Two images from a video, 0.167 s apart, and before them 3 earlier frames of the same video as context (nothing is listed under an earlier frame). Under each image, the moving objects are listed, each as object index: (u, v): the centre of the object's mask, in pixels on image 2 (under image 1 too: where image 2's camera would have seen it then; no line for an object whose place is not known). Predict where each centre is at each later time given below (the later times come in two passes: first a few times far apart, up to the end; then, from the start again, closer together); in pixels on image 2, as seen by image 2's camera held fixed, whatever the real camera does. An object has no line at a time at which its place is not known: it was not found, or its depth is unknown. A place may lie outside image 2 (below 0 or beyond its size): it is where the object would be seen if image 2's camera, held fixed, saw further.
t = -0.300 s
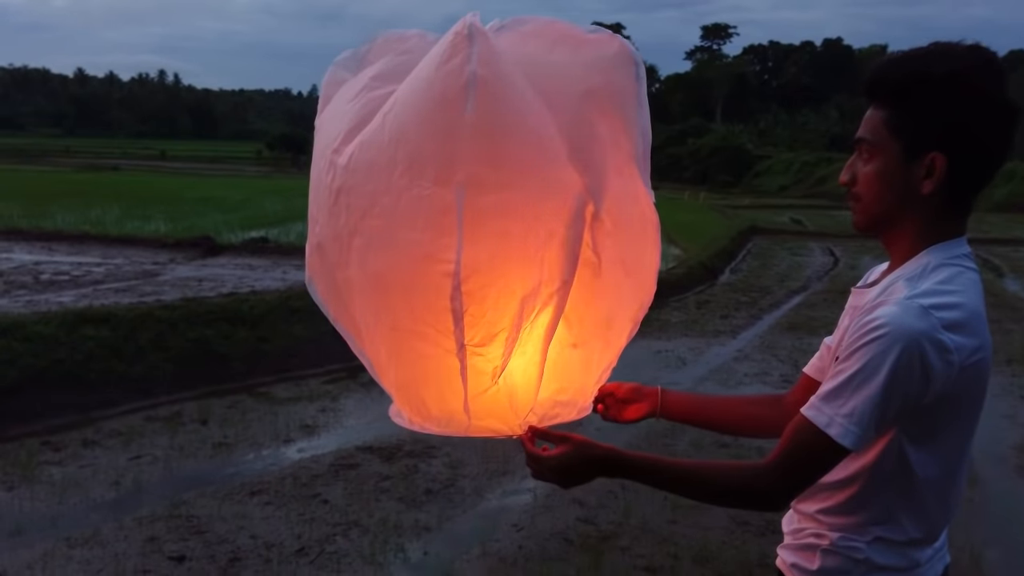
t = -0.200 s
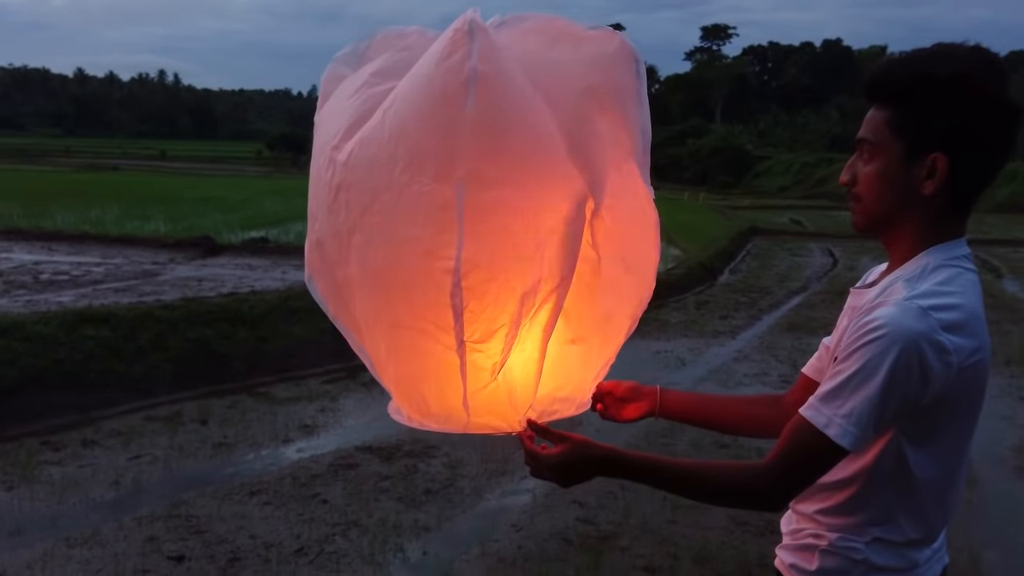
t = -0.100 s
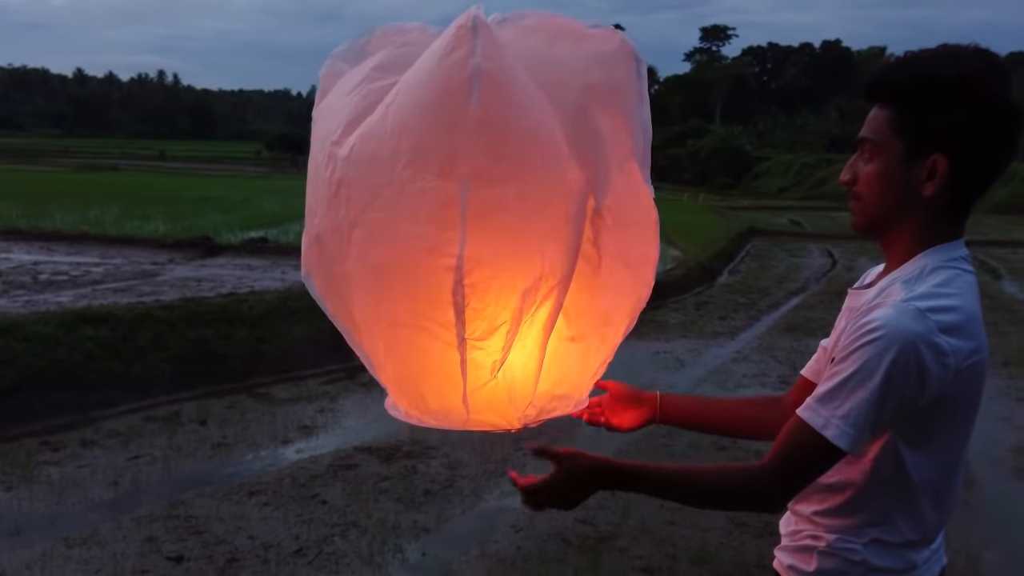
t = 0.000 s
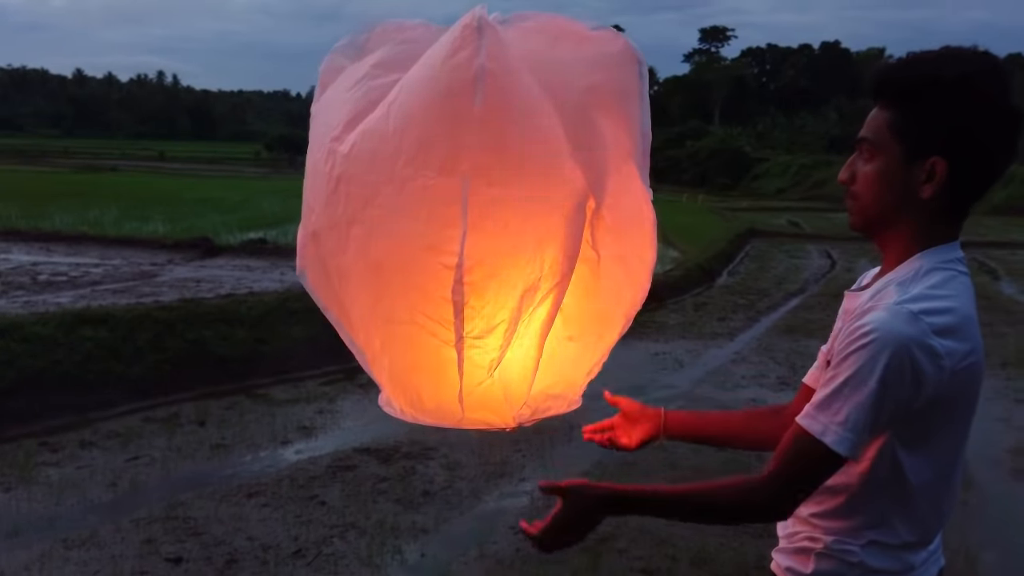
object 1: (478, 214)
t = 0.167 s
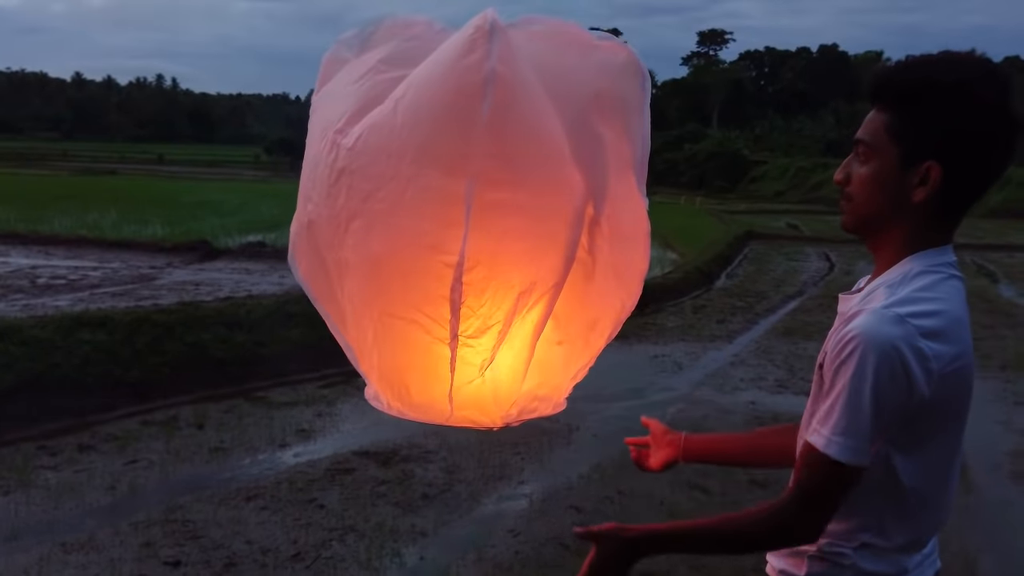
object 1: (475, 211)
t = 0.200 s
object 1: (473, 211)
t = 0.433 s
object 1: (462, 207)
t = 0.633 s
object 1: (448, 203)
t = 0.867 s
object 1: (428, 197)
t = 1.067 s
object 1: (411, 192)
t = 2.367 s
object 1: (311, 148)
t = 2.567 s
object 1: (294, 139)
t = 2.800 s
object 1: (279, 127)
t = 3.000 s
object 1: (263, 119)
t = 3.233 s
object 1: (245, 109)
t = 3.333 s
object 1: (238, 106)
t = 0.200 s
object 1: (473, 211)
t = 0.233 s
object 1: (472, 211)
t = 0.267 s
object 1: (470, 210)
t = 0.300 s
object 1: (469, 210)
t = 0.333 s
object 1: (468, 209)
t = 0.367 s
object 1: (466, 208)
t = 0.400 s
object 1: (464, 208)
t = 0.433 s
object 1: (462, 207)
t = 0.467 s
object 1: (460, 207)
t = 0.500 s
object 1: (458, 205)
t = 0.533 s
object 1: (455, 205)
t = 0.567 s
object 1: (453, 204)
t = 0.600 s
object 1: (451, 204)
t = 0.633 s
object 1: (448, 203)
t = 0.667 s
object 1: (445, 202)
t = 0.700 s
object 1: (442, 201)
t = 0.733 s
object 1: (439, 201)
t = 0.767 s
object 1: (436, 199)
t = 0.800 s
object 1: (434, 198)
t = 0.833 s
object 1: (430, 198)
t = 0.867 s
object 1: (428, 197)
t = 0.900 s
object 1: (425, 196)
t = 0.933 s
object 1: (423, 195)
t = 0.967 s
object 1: (418, 194)
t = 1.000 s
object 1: (416, 194)
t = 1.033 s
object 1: (412, 193)
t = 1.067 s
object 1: (411, 192)
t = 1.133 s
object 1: (403, 191)
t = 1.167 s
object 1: (401, 189)
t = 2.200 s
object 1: (325, 155)
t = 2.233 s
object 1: (322, 154)
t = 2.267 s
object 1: (319, 152)
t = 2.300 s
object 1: (317, 151)
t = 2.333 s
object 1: (314, 149)
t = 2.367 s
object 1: (311, 148)
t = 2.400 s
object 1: (308, 146)
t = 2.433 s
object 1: (305, 145)
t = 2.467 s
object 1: (303, 143)
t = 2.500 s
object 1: (300, 142)
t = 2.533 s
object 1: (296, 140)
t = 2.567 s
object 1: (294, 139)
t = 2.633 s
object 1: (289, 135)
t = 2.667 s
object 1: (286, 134)
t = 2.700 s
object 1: (286, 132)
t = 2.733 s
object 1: (283, 130)
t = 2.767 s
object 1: (281, 129)
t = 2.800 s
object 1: (279, 127)
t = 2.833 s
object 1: (276, 126)
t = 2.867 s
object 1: (274, 125)
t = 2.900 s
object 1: (271, 123)
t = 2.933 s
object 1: (269, 122)
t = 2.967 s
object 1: (266, 120)
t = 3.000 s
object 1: (263, 119)
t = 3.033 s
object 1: (260, 117)
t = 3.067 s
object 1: (258, 116)
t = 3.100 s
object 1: (256, 115)
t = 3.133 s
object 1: (253, 114)
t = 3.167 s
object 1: (250, 112)
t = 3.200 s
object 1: (248, 111)
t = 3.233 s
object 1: (245, 109)
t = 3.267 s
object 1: (242, 108)
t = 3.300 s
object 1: (239, 107)
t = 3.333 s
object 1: (238, 106)
